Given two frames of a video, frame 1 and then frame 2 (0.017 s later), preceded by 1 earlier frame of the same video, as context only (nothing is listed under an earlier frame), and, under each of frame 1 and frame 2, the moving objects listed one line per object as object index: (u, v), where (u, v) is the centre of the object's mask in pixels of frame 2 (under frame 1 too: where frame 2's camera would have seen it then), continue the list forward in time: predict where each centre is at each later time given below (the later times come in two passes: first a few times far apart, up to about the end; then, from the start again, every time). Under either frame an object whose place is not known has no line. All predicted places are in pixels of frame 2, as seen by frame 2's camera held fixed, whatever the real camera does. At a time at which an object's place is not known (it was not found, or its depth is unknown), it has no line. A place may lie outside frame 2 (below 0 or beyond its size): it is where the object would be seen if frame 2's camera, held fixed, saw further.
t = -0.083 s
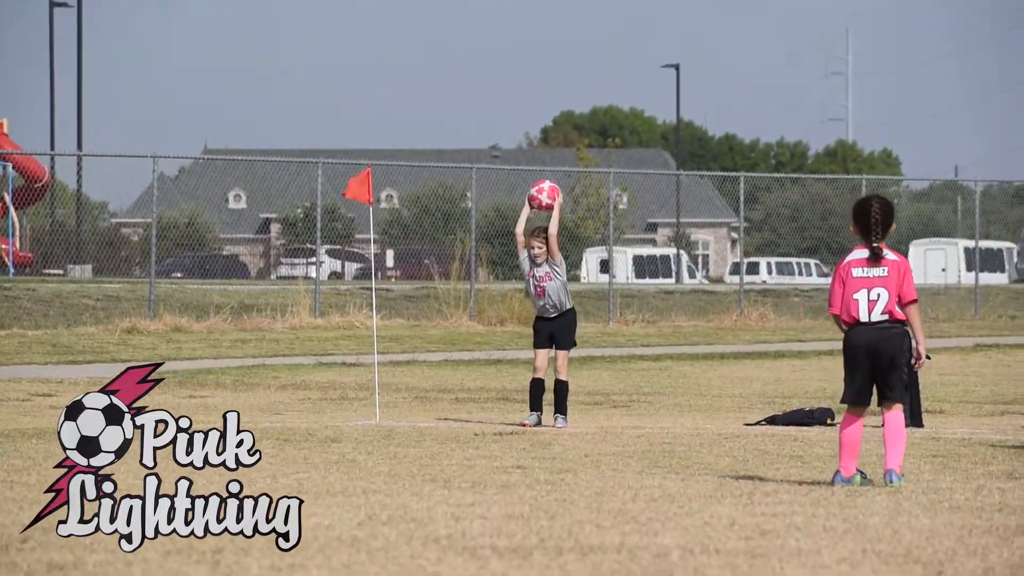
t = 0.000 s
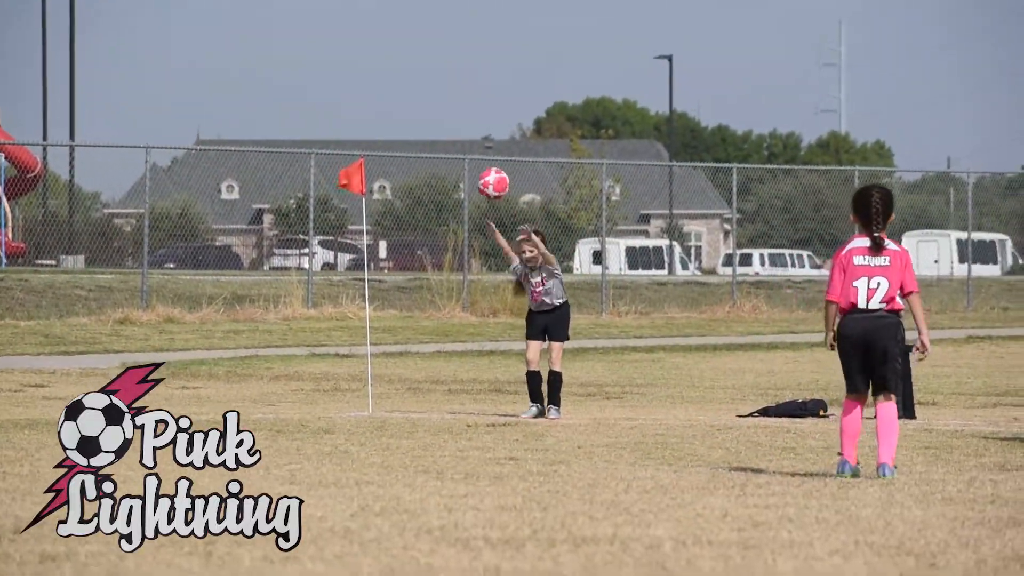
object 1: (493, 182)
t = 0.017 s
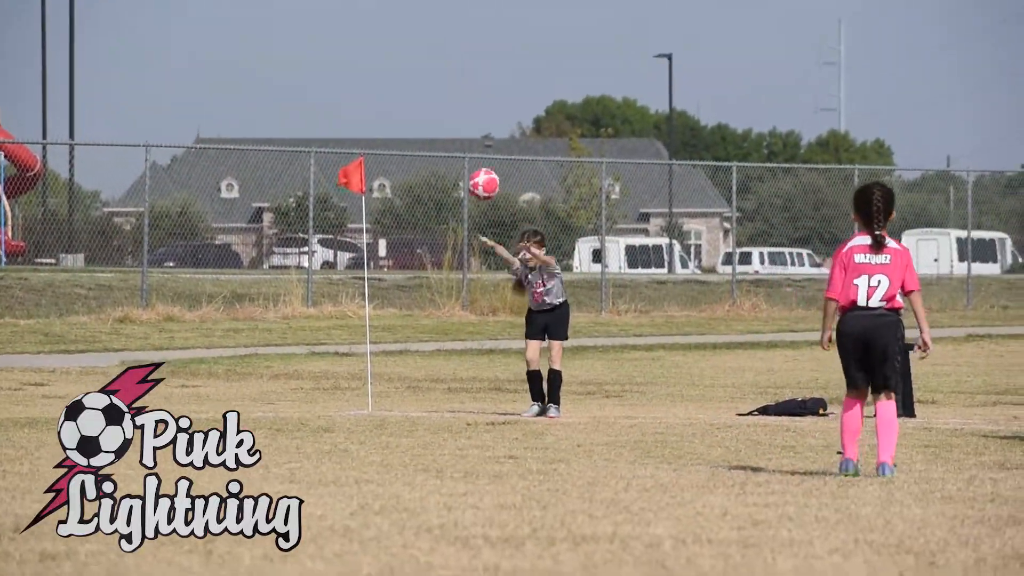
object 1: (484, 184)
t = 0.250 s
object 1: (343, 266)
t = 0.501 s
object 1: (203, 367)
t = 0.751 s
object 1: (125, 267)
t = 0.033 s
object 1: (474, 187)
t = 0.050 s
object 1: (465, 190)
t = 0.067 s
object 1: (455, 193)
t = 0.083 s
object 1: (445, 196)
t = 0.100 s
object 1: (436, 201)
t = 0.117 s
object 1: (426, 206)
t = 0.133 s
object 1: (416, 211)
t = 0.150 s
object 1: (406, 218)
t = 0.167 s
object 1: (395, 224)
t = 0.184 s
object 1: (385, 231)
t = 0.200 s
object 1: (375, 239)
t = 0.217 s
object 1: (364, 247)
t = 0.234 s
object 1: (354, 257)
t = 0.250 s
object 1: (343, 266)
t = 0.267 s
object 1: (332, 276)
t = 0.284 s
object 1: (321, 287)
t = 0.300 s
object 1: (311, 298)
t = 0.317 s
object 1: (300, 309)
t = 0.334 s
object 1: (290, 322)
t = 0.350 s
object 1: (279, 334)
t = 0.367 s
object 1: (268, 348)
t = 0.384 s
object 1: (257, 361)
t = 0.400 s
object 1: (245, 376)
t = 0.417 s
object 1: (233, 391)
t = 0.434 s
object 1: (222, 405)
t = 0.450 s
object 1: (217, 400)
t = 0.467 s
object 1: (212, 389)
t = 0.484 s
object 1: (207, 377)
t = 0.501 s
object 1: (203, 367)
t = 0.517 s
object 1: (197, 357)
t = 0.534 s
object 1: (192, 347)
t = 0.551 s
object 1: (187, 339)
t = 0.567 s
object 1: (182, 330)
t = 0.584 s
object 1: (178, 322)
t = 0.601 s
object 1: (173, 314)
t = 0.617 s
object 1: (168, 307)
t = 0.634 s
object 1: (163, 300)
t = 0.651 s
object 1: (157, 294)
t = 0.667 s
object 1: (152, 288)
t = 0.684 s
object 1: (147, 282)
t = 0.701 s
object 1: (141, 278)
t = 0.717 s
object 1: (136, 274)
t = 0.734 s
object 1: (131, 270)
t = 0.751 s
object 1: (125, 267)
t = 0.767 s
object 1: (120, 264)
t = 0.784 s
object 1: (115, 262)
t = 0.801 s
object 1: (109, 260)
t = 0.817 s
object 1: (103, 259)
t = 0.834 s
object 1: (97, 259)
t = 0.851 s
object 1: (92, 259)
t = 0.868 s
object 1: (86, 260)
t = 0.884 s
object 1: (81, 261)
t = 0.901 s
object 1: (75, 262)
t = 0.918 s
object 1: (70, 264)
